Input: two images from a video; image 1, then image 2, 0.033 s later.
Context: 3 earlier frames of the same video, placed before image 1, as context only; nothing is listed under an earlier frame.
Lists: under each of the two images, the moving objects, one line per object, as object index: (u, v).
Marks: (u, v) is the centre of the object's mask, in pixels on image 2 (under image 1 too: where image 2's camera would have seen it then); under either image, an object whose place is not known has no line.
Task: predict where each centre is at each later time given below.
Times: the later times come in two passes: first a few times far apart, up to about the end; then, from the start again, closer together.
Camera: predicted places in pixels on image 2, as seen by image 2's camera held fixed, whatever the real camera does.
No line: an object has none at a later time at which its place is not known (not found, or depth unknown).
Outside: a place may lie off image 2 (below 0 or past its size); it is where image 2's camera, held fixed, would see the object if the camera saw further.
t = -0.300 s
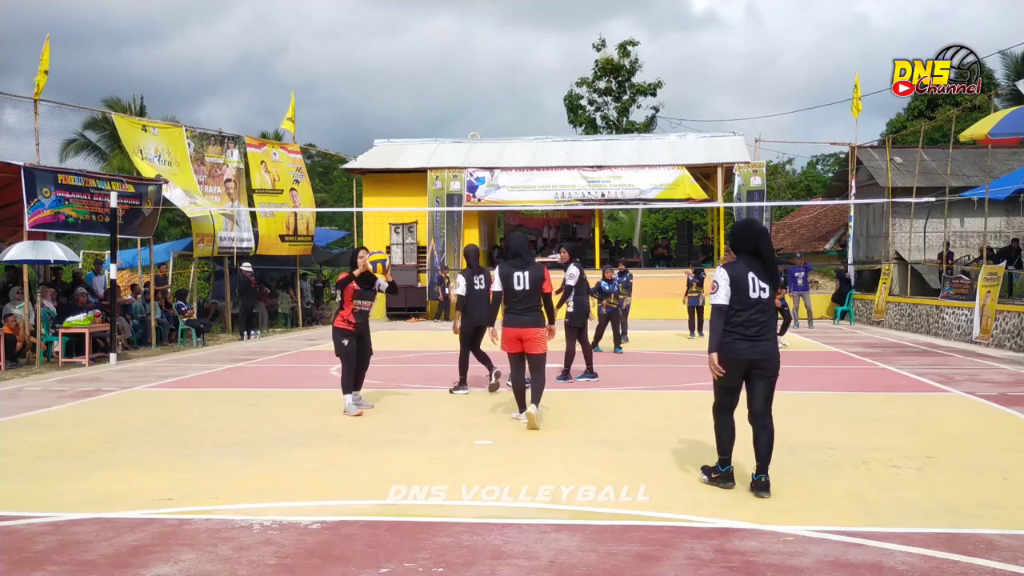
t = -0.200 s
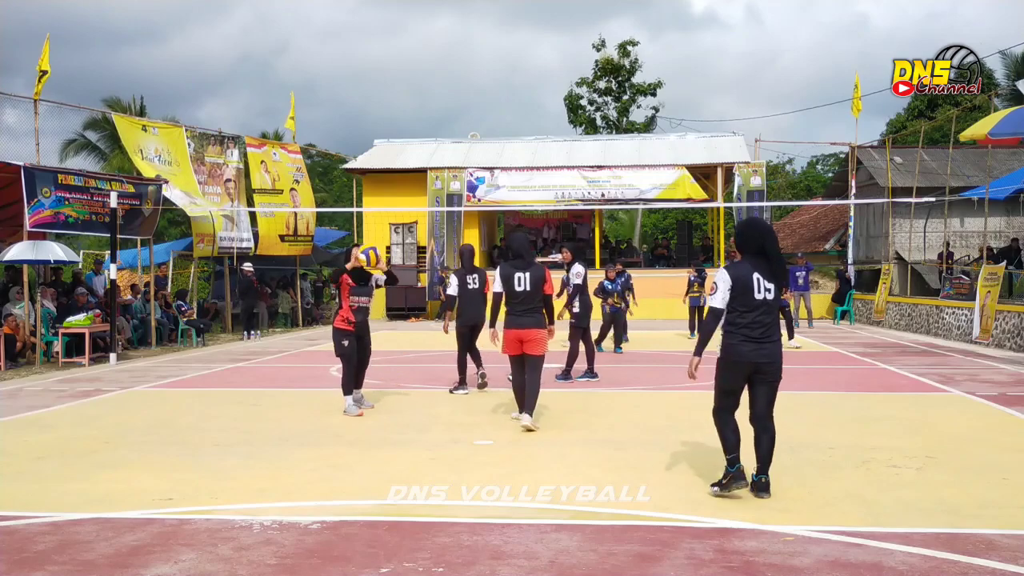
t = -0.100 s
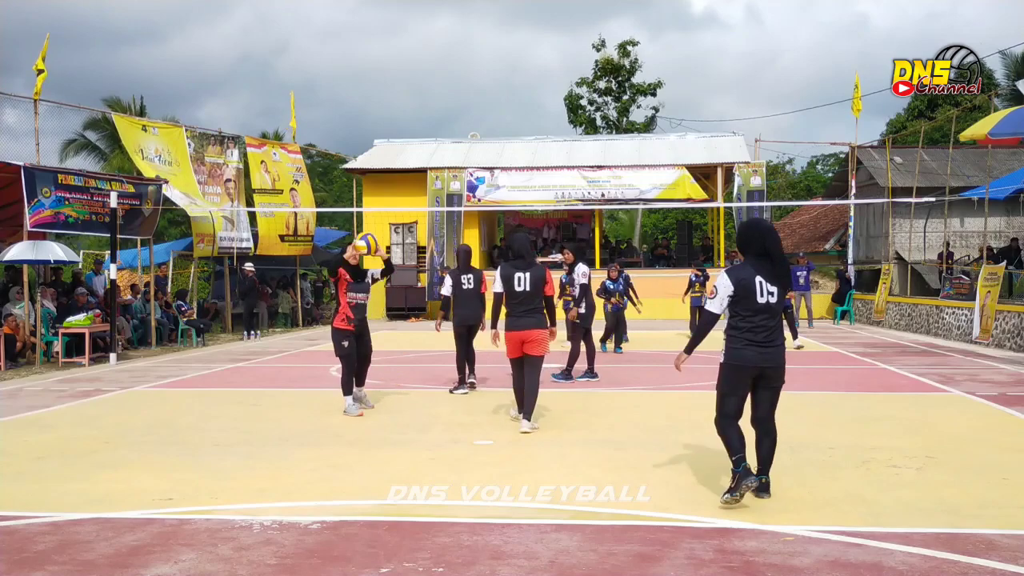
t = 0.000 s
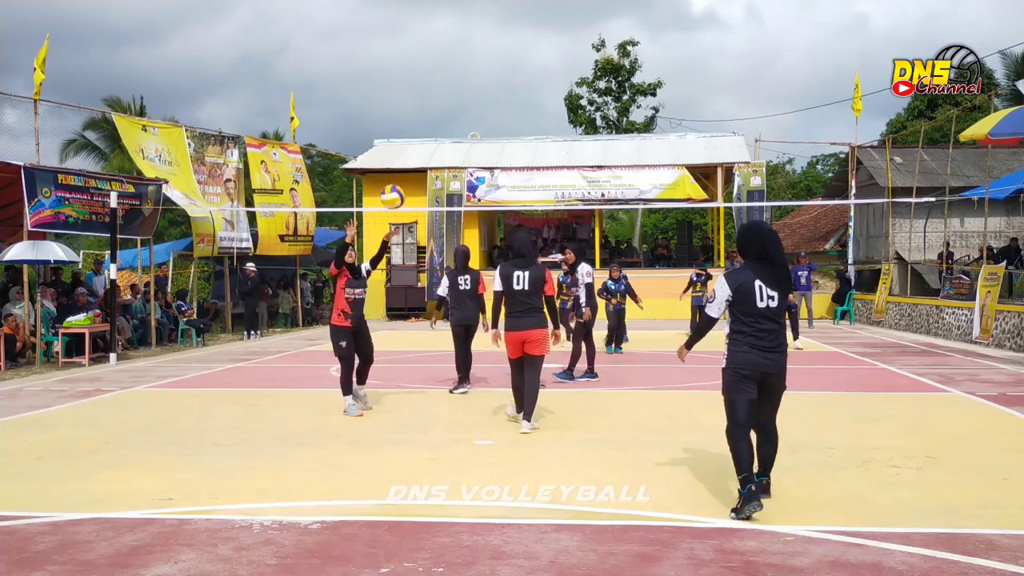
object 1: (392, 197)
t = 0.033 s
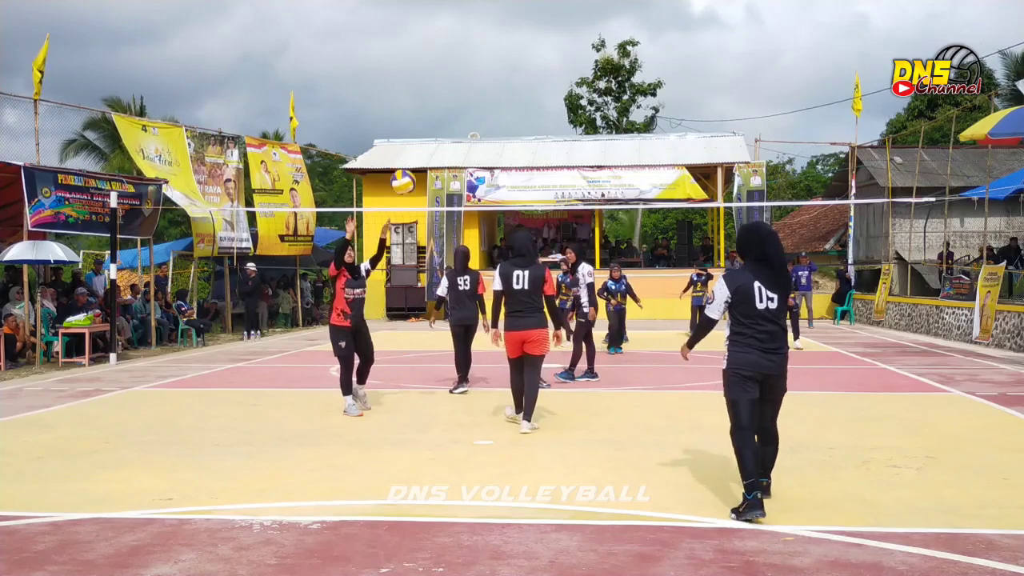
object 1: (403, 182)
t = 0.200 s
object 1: (459, 123)
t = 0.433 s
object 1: (557, 91)
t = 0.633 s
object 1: (663, 124)
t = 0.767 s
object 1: (748, 190)
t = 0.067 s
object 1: (413, 168)
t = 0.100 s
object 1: (424, 155)
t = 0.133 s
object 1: (436, 143)
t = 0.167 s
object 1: (447, 132)
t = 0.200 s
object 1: (459, 123)
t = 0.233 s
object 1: (472, 114)
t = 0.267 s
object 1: (485, 107)
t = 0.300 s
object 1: (499, 101)
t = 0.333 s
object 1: (512, 96)
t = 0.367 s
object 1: (526, 93)
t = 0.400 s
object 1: (541, 91)
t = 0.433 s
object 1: (557, 91)
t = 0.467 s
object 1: (573, 92)
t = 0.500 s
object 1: (590, 95)
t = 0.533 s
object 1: (607, 99)
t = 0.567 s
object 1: (625, 106)
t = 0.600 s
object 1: (644, 114)
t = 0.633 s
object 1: (663, 124)
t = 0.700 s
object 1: (704, 152)
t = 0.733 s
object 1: (725, 170)
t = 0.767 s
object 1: (748, 190)
